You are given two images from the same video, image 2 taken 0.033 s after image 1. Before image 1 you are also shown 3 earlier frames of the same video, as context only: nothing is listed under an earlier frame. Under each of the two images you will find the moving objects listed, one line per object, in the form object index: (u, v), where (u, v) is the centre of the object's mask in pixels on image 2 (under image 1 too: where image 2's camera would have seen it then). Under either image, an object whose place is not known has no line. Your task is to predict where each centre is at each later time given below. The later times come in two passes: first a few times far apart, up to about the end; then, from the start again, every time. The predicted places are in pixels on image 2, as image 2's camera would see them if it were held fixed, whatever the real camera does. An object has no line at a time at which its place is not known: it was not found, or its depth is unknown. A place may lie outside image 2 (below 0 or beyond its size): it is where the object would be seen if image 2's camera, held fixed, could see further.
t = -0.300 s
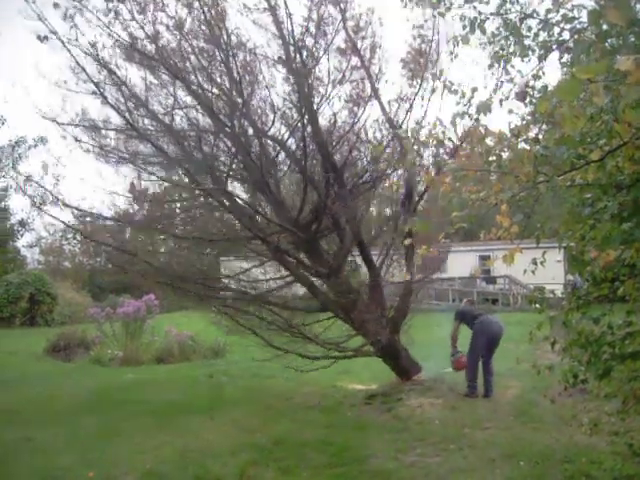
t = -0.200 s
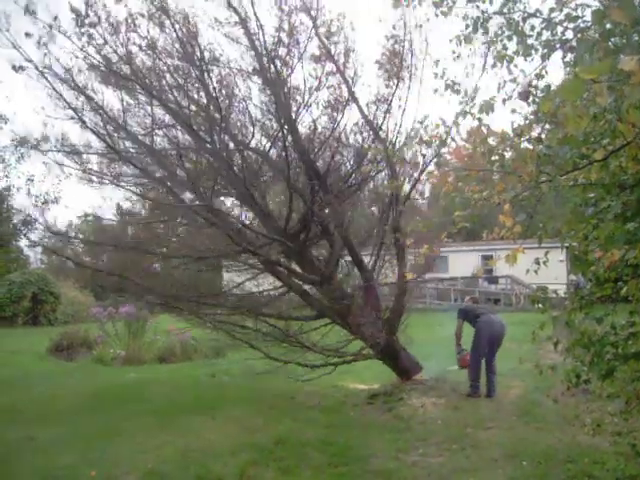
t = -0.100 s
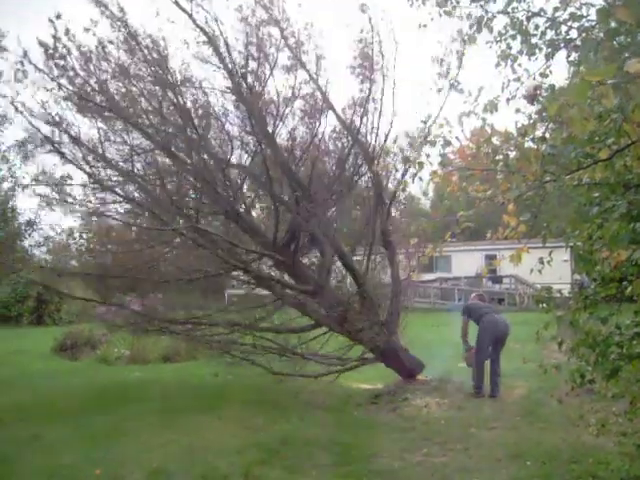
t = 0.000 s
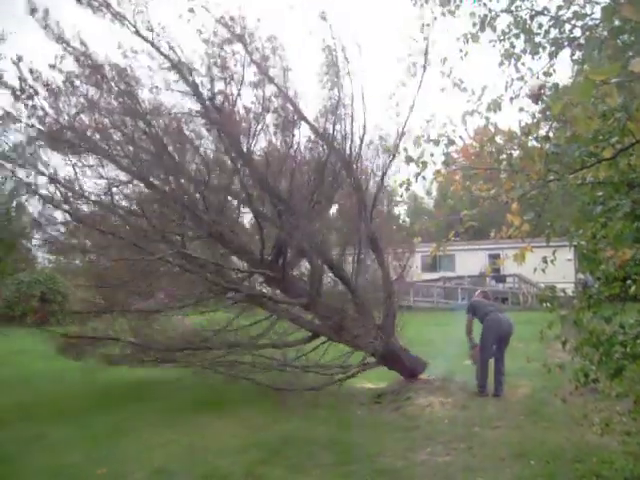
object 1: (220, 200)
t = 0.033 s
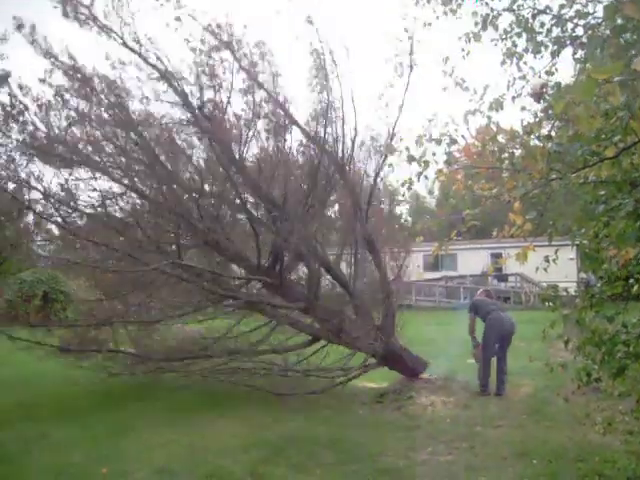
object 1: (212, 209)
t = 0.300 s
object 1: (167, 276)
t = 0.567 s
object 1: (160, 330)
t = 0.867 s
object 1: (157, 313)
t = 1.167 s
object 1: (161, 298)
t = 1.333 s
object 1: (161, 309)
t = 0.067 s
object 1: (205, 216)
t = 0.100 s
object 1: (197, 224)
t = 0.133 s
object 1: (183, 224)
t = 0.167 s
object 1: (180, 237)
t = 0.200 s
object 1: (178, 243)
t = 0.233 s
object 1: (173, 261)
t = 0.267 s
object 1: (171, 271)
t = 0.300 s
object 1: (167, 276)
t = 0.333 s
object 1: (164, 286)
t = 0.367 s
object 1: (165, 298)
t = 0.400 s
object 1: (164, 305)
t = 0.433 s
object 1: (161, 313)
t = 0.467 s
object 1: (160, 321)
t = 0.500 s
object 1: (160, 324)
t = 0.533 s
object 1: (161, 327)
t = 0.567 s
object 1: (160, 330)
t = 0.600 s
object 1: (161, 332)
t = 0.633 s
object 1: (161, 332)
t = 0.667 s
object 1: (161, 330)
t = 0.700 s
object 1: (159, 328)
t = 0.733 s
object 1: (158, 328)
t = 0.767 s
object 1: (159, 326)
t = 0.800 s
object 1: (156, 319)
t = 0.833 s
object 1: (157, 316)
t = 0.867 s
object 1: (157, 313)
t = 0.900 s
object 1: (158, 310)
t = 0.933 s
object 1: (161, 308)
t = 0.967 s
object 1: (163, 306)
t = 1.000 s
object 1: (163, 304)
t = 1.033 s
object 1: (162, 302)
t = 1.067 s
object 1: (164, 300)
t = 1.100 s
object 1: (162, 299)
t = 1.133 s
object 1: (162, 297)
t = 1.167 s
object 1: (161, 298)
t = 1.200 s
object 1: (161, 298)
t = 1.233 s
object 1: (160, 301)
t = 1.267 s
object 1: (162, 305)
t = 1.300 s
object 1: (159, 305)
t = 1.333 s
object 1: (161, 309)
